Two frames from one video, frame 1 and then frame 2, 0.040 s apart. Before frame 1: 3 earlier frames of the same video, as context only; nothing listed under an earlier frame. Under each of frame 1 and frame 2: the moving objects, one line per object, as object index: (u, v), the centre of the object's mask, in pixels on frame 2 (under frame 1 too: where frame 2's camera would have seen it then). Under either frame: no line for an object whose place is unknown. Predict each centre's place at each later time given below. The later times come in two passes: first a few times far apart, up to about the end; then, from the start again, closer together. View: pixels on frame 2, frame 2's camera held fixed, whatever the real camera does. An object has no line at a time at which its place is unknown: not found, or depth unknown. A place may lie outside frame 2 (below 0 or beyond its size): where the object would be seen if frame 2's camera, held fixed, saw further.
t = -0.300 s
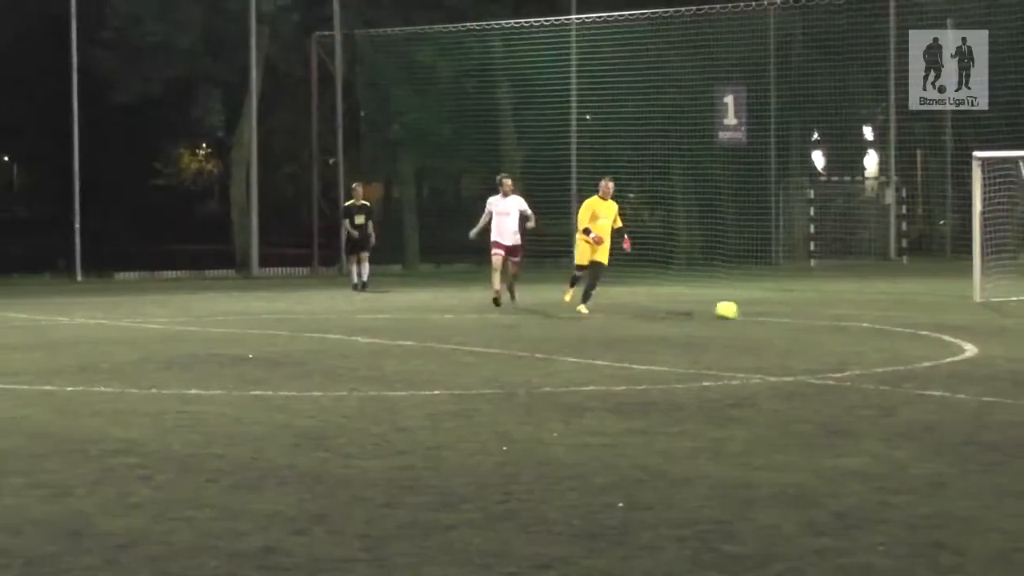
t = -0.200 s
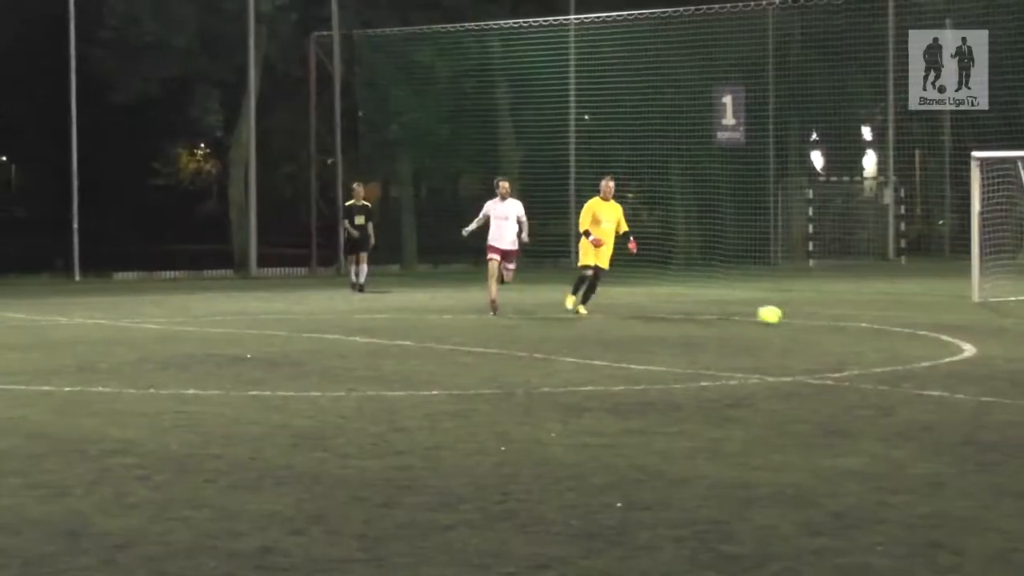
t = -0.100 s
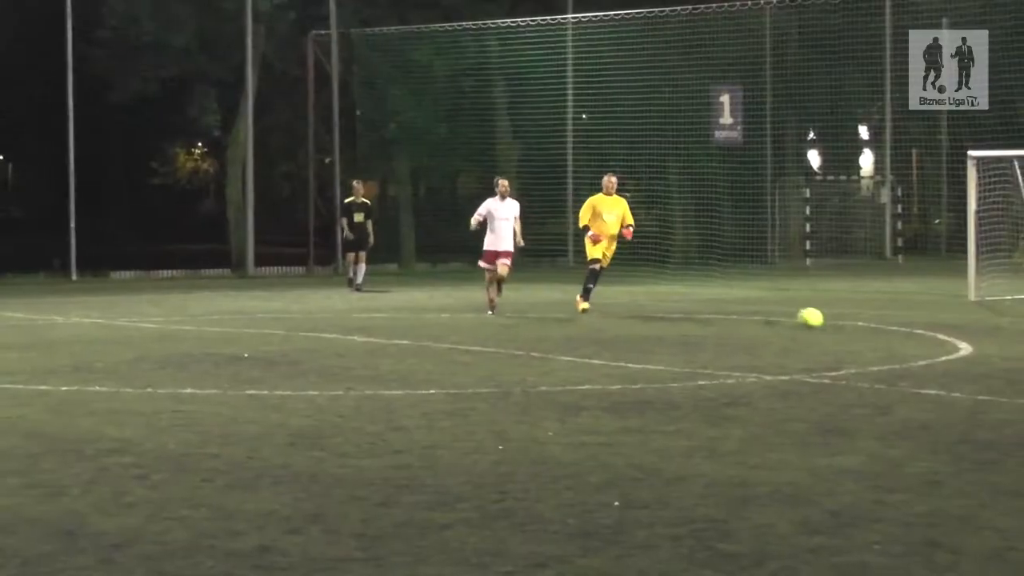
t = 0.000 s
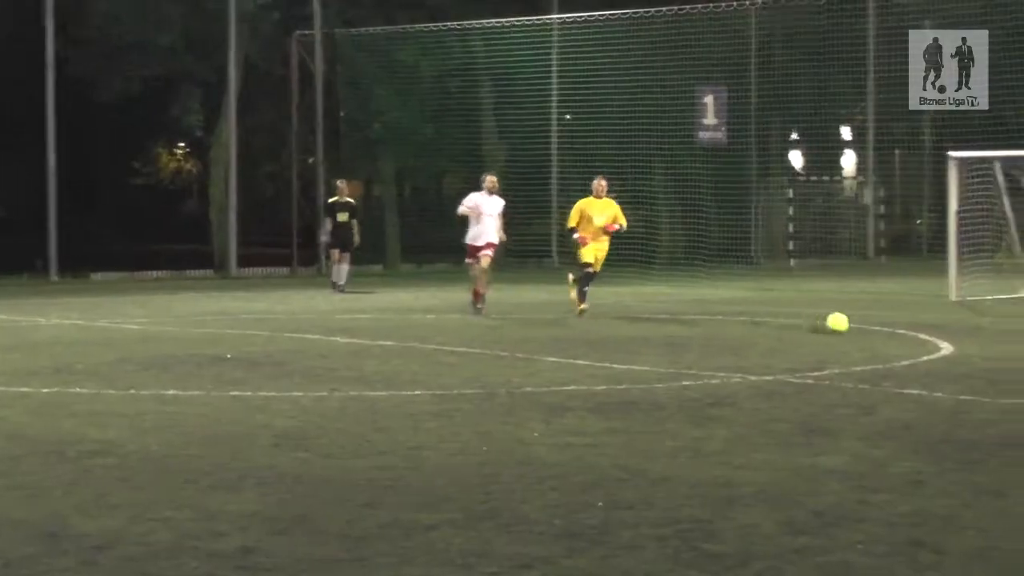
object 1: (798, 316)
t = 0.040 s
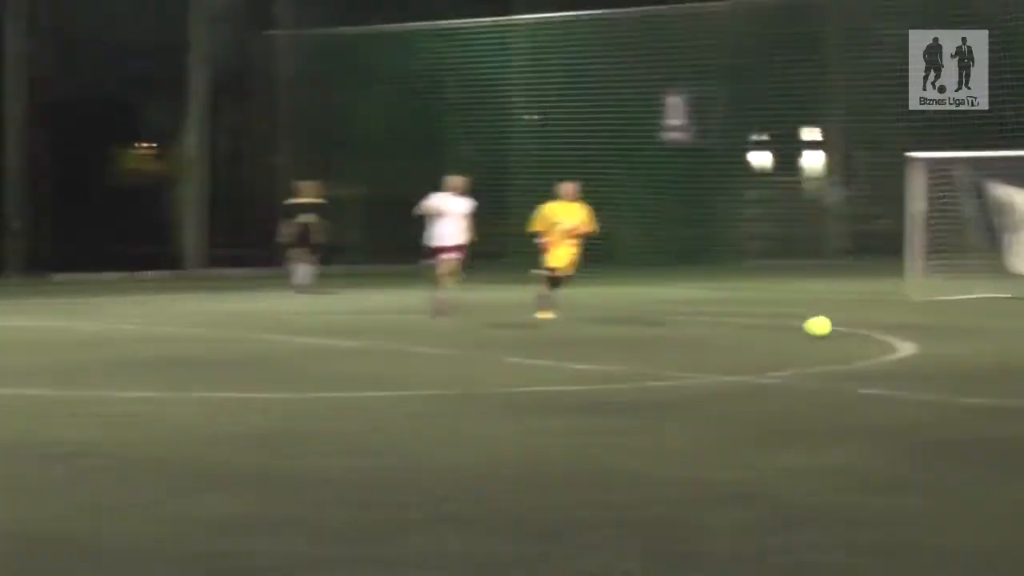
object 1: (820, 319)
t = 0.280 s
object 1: (927, 336)
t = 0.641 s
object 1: (1087, 354)
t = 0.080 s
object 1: (836, 320)
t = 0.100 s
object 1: (845, 324)
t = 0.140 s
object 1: (864, 326)
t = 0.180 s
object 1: (881, 330)
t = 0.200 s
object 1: (890, 331)
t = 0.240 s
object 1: (909, 335)
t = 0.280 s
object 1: (927, 336)
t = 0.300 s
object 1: (935, 335)
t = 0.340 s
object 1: (953, 339)
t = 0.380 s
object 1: (970, 342)
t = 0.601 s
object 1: (1068, 354)
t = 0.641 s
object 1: (1087, 354)
